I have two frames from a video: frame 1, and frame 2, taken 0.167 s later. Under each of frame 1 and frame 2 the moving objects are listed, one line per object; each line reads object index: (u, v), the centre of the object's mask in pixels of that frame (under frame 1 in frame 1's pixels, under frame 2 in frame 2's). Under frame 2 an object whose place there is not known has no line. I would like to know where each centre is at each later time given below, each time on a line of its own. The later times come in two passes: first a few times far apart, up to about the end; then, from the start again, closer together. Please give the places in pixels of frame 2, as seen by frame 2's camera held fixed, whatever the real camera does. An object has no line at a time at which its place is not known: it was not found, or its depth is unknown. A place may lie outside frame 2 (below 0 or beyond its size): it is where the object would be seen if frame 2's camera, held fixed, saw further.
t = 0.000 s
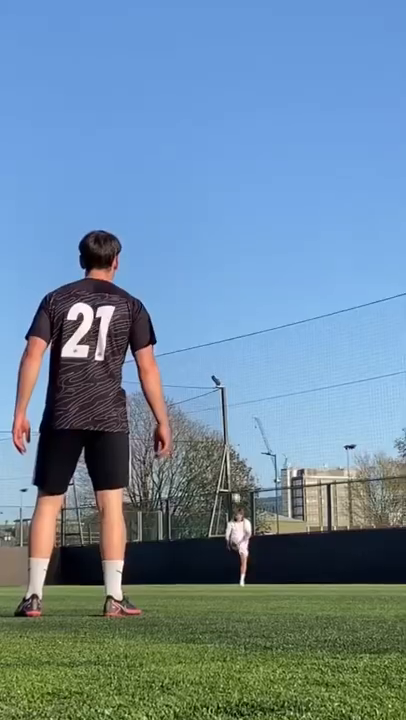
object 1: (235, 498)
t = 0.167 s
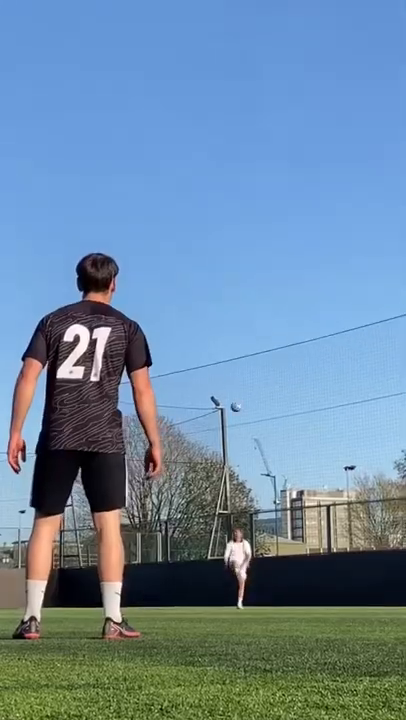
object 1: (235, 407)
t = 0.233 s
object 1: (235, 364)
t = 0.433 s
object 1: (234, 246)
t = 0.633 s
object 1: (233, 138)
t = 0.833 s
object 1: (229, 43)
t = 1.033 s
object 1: (225, -41)
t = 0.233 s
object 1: (235, 364)
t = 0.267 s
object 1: (235, 344)
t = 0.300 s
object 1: (235, 323)
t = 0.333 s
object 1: (235, 303)
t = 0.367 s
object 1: (234, 284)
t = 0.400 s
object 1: (234, 264)
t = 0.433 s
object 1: (234, 246)
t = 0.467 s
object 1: (234, 227)
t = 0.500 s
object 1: (234, 208)
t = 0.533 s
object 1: (234, 190)
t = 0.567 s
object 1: (234, 172)
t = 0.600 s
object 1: (233, 155)
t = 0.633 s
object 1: (233, 138)
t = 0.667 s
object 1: (232, 121)
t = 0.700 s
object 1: (231, 105)
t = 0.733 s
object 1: (231, 89)
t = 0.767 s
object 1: (230, 73)
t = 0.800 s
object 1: (230, 58)
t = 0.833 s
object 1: (229, 43)
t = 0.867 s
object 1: (229, 28)
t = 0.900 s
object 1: (229, 14)
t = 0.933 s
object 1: (228, 0)
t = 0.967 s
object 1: (227, -14)
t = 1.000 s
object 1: (226, -28)
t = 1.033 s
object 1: (225, -41)
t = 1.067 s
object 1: (224, -54)
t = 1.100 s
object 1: (223, -66)
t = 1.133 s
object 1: (221, -78)
